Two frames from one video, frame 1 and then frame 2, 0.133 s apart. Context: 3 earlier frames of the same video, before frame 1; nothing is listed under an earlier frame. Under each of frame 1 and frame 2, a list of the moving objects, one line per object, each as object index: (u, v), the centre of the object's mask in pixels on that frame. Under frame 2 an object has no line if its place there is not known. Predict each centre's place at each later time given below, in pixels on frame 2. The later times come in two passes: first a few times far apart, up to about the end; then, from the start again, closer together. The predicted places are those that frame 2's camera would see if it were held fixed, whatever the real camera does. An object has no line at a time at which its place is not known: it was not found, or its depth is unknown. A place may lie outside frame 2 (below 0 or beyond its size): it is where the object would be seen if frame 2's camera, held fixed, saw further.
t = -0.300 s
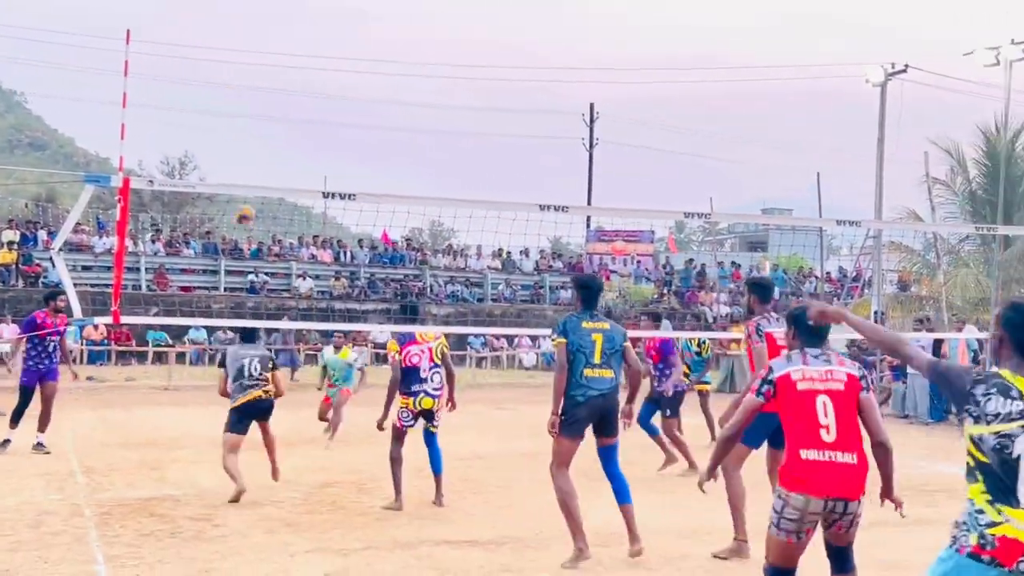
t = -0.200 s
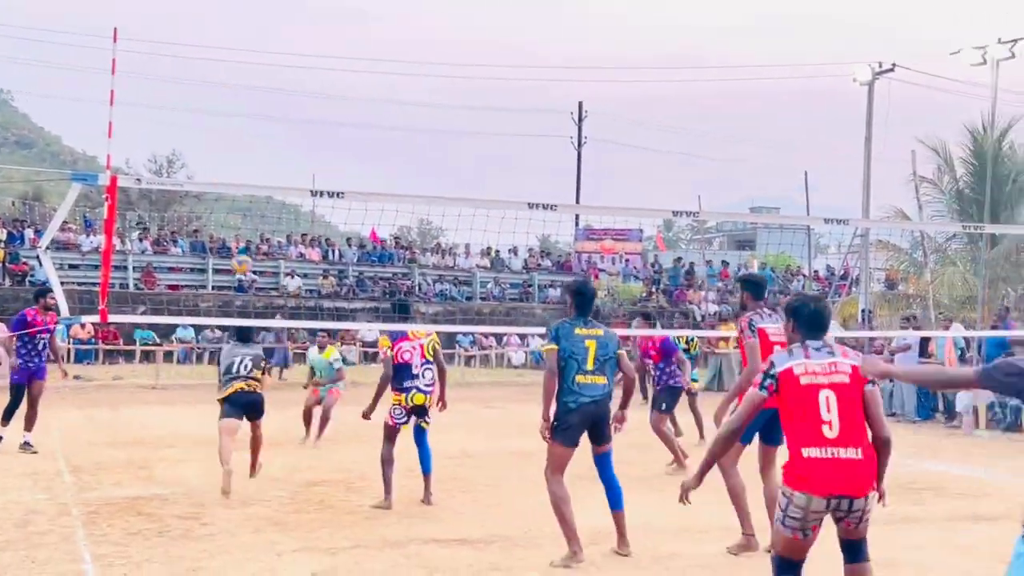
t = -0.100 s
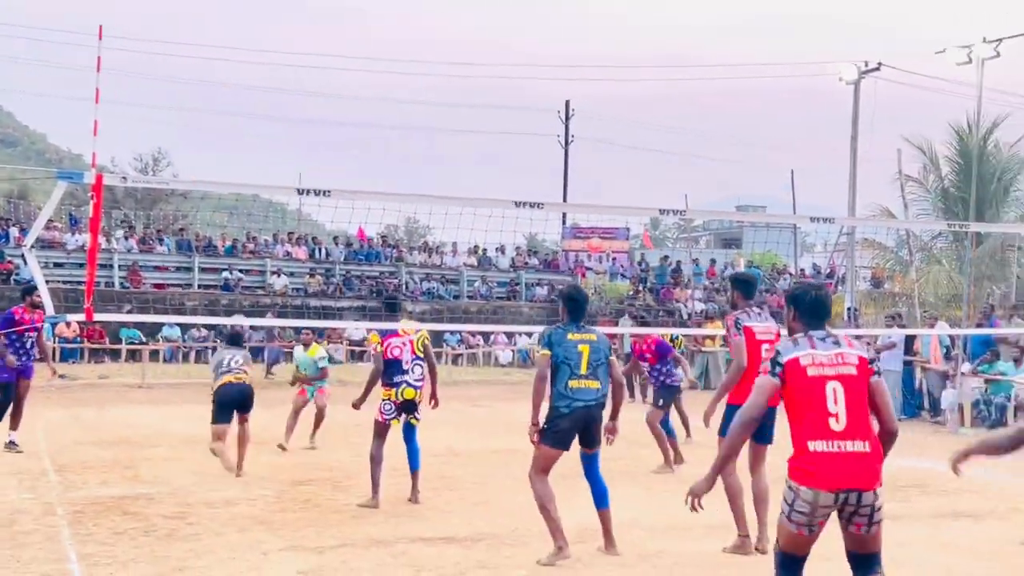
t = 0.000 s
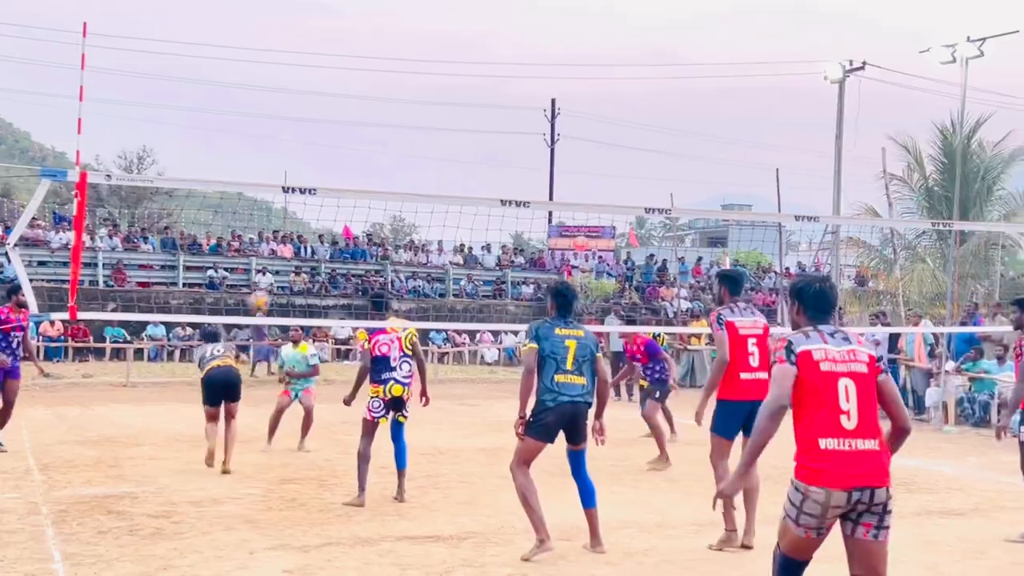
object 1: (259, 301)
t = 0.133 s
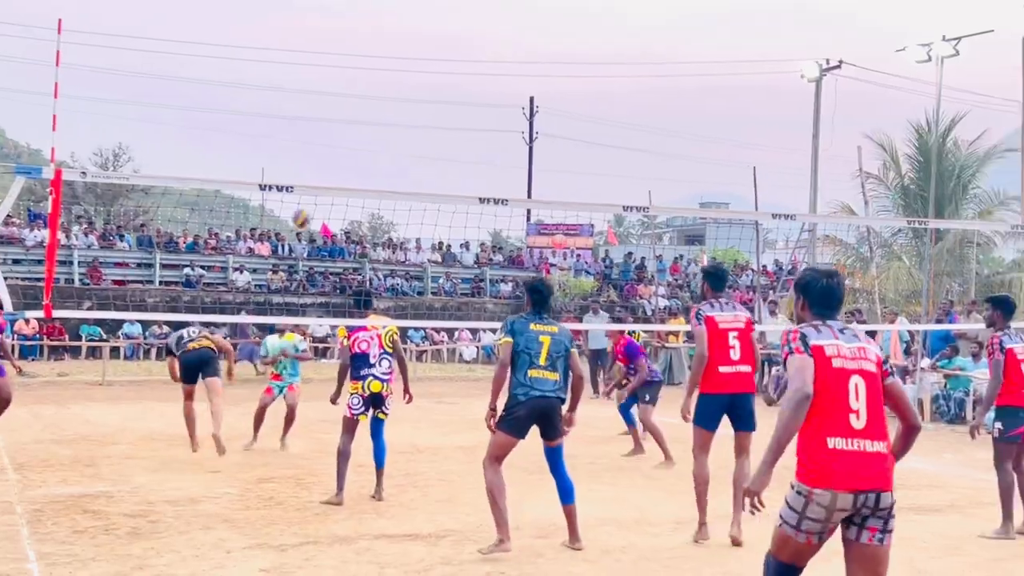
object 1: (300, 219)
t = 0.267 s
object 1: (361, 158)
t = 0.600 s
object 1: (495, 88)
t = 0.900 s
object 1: (599, 105)
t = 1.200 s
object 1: (689, 187)
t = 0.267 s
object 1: (361, 158)
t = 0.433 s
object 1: (431, 110)
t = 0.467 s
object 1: (444, 103)
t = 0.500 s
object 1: (457, 98)
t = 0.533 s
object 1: (470, 94)
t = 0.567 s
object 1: (482, 90)
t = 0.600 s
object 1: (495, 88)
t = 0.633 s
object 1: (507, 86)
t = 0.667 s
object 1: (519, 85)
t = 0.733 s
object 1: (543, 87)
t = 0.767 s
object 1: (554, 89)
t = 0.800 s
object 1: (566, 91)
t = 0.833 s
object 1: (577, 95)
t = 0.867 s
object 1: (588, 100)
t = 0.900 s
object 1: (599, 105)
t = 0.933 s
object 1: (609, 111)
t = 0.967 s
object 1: (620, 118)
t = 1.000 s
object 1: (630, 125)
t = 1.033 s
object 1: (640, 134)
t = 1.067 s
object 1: (650, 143)
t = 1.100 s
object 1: (660, 153)
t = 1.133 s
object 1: (670, 164)
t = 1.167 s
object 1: (680, 175)
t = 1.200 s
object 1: (689, 187)
